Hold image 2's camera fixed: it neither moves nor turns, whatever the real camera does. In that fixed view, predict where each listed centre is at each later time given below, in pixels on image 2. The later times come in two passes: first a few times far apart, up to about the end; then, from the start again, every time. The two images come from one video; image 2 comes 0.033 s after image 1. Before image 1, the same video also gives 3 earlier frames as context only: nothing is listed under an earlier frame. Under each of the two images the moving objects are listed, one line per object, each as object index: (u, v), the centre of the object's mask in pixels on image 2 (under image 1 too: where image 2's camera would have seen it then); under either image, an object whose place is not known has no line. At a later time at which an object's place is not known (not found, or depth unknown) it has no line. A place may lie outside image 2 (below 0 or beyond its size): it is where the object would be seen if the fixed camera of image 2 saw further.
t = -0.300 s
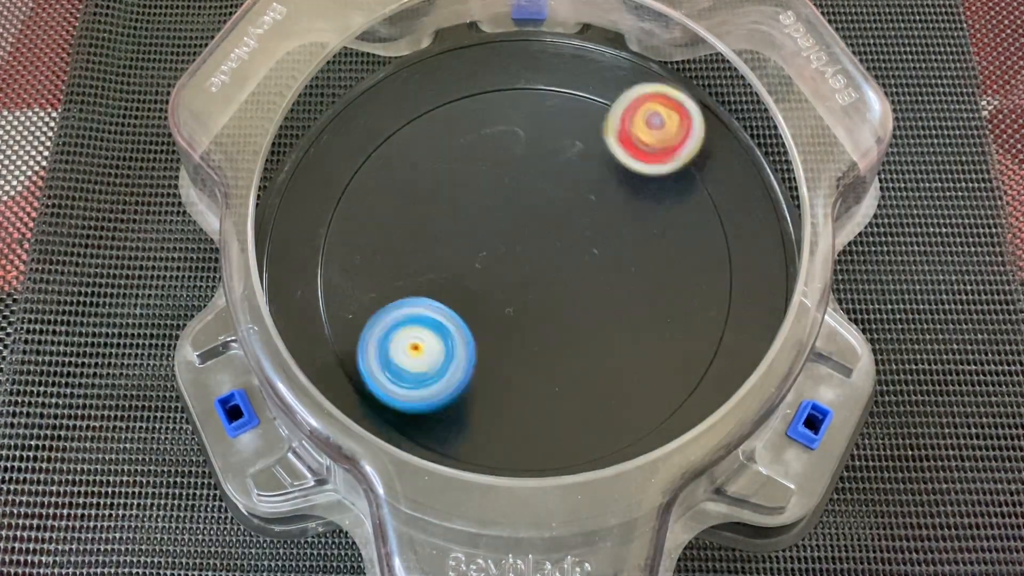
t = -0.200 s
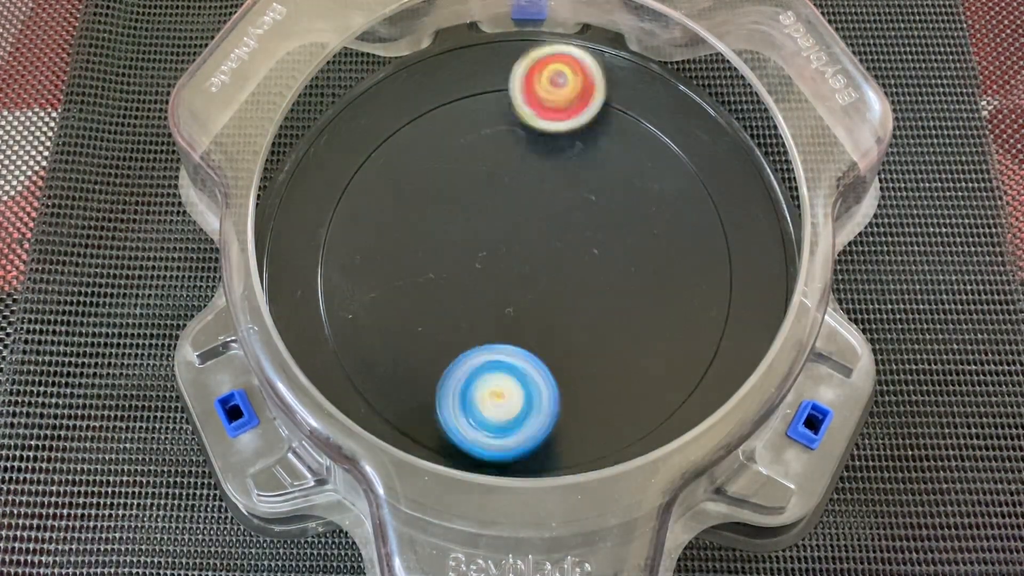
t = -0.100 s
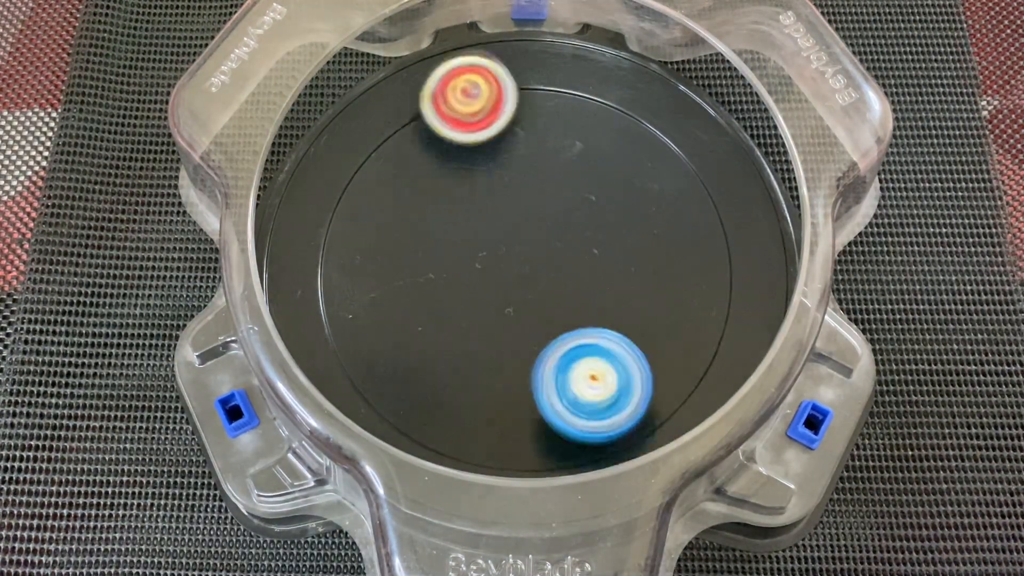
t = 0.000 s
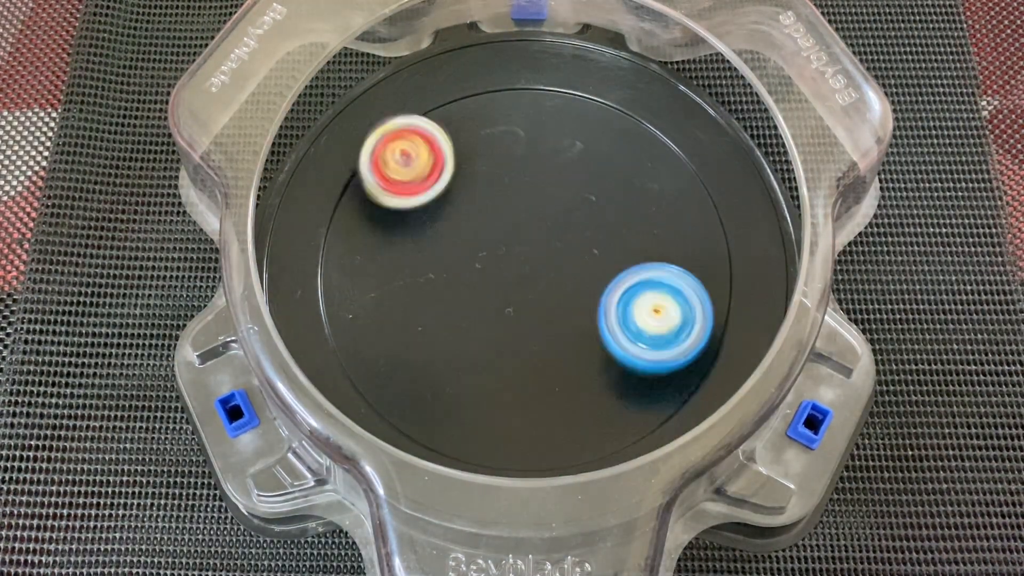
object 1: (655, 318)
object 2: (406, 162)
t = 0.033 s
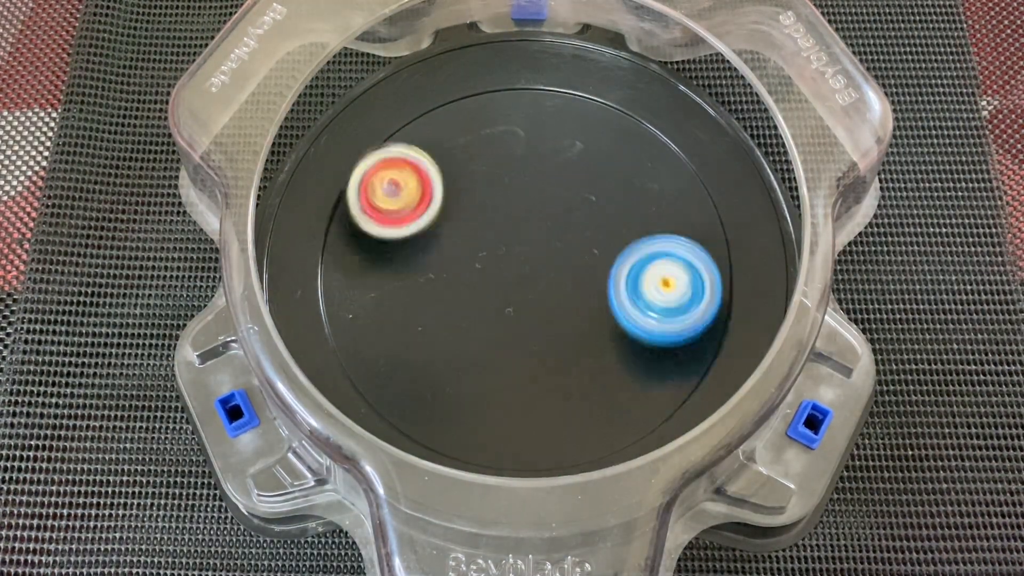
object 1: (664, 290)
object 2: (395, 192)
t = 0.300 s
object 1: (553, 148)
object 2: (524, 406)
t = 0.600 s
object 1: (426, 272)
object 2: (721, 258)
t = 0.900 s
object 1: (567, 331)
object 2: (533, 133)
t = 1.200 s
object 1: (578, 181)
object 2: (406, 333)
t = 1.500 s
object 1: (444, 230)
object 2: (621, 405)
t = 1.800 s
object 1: (559, 363)
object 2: (638, 216)
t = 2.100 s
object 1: (606, 260)
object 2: (443, 198)
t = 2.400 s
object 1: (447, 221)
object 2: (428, 361)
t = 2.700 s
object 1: (488, 369)
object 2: (603, 330)
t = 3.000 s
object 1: (610, 282)
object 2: (559, 157)
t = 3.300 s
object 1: (491, 228)
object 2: (400, 169)
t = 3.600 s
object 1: (547, 351)
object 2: (364, 305)
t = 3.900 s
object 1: (612, 212)
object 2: (554, 329)
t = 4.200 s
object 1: (454, 179)
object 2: (602, 211)
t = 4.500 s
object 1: (482, 349)
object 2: (494, 174)
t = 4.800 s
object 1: (640, 266)
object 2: (467, 295)
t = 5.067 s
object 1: (527, 176)
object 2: (575, 339)
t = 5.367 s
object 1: (459, 311)
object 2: (625, 243)
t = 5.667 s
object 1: (603, 298)
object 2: (504, 218)
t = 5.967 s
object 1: (511, 218)
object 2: (452, 316)
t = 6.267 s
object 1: (485, 273)
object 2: (556, 369)
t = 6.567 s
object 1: (506, 263)
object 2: (617, 269)
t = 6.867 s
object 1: (434, 263)
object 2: (641, 164)
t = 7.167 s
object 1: (503, 285)
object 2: (529, 183)
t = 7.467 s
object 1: (512, 328)
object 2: (485, 219)
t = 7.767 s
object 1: (600, 372)
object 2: (437, 176)
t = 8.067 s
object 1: (595, 338)
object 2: (487, 250)
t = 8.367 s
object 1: (615, 377)
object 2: (517, 196)
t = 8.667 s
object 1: (558, 305)
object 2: (555, 204)
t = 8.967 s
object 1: (515, 310)
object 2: (557, 208)
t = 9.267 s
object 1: (493, 315)
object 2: (569, 241)
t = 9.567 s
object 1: (480, 288)
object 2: (622, 232)
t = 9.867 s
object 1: (486, 258)
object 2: (628, 248)
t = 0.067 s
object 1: (668, 262)
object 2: (389, 224)
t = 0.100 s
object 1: (666, 235)
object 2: (390, 258)
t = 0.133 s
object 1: (656, 210)
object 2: (398, 291)
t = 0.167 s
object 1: (643, 188)
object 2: (412, 323)
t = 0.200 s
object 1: (624, 171)
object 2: (432, 352)
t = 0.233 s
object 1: (603, 158)
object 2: (459, 376)
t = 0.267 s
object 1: (578, 150)
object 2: (490, 395)
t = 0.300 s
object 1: (553, 148)
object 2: (524, 406)
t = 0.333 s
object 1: (529, 150)
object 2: (560, 411)
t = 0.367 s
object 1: (505, 157)
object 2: (596, 409)
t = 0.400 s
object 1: (484, 167)
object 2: (630, 400)
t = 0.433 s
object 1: (465, 180)
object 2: (661, 386)
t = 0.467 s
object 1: (448, 196)
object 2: (687, 368)
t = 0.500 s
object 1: (435, 213)
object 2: (705, 343)
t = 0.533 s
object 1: (427, 233)
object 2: (715, 315)
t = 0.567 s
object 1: (424, 252)
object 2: (720, 287)
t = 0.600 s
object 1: (426, 272)
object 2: (721, 258)
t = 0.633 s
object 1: (433, 289)
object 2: (716, 229)
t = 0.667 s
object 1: (445, 306)
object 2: (705, 203)
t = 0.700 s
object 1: (460, 321)
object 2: (690, 181)
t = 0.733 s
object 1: (477, 332)
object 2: (671, 162)
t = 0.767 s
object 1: (496, 340)
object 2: (648, 147)
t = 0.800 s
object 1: (516, 343)
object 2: (622, 136)
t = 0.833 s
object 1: (533, 342)
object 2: (593, 130)
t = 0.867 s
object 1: (550, 338)
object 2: (563, 129)
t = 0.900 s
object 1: (567, 331)
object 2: (533, 133)
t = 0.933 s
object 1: (583, 322)
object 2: (505, 141)
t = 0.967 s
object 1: (599, 309)
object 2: (478, 155)
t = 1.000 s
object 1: (611, 292)
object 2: (454, 173)
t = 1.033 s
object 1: (618, 273)
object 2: (433, 195)
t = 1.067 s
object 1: (621, 252)
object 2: (416, 220)
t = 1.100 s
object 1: (618, 230)
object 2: (405, 247)
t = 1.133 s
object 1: (610, 211)
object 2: (399, 276)
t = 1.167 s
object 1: (596, 195)
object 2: (399, 305)
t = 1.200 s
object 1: (578, 181)
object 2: (406, 333)
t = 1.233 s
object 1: (557, 171)
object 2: (418, 358)
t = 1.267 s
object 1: (536, 165)
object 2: (435, 381)
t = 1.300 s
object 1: (516, 163)
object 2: (457, 399)
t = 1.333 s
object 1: (496, 165)
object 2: (483, 413)
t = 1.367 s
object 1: (479, 172)
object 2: (511, 421)
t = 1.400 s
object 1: (465, 182)
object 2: (540, 424)
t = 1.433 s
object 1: (455, 196)
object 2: (569, 423)
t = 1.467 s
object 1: (448, 212)
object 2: (596, 416)
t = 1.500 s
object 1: (444, 230)
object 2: (621, 405)
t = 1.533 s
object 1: (444, 249)
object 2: (642, 390)
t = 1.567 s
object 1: (446, 268)
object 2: (658, 371)
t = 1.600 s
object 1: (451, 288)
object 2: (669, 349)
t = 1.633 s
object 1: (461, 309)
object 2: (676, 327)
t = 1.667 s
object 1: (474, 328)
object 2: (678, 302)
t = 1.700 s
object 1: (492, 344)
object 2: (674, 278)
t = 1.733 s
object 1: (513, 355)
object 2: (666, 256)
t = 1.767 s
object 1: (537, 361)
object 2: (654, 235)
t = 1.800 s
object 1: (559, 363)
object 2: (638, 216)
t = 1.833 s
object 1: (579, 360)
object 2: (620, 200)
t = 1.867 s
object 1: (597, 354)
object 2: (599, 188)
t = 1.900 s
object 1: (612, 345)
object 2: (576, 179)
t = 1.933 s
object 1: (622, 334)
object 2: (553, 173)
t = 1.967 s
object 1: (627, 321)
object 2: (529, 171)
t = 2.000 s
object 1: (627, 306)
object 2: (506, 173)
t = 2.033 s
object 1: (623, 291)
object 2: (484, 178)
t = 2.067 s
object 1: (616, 276)
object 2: (463, 186)
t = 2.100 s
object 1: (606, 260)
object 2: (443, 198)
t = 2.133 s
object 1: (594, 243)
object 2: (426, 212)
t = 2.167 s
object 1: (579, 226)
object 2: (411, 228)
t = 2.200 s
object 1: (563, 212)
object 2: (400, 247)
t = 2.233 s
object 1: (544, 202)
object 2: (394, 268)
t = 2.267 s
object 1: (523, 197)
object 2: (392, 289)
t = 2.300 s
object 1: (503, 196)
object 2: (395, 309)
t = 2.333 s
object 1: (483, 200)
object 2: (401, 329)
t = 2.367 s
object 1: (464, 208)
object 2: (413, 347)
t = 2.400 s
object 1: (447, 221)
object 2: (428, 361)
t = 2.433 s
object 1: (433, 237)
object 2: (445, 374)
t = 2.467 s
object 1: (424, 257)
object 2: (467, 383)
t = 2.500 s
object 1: (420, 278)
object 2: (490, 387)
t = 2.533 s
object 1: (422, 299)
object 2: (512, 388)
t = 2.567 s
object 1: (428, 321)
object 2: (536, 382)
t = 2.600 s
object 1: (439, 339)
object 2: (557, 374)
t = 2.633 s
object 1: (453, 354)
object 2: (576, 362)
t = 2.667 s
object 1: (470, 364)
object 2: (592, 347)
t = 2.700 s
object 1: (488, 369)
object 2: (603, 330)
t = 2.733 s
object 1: (506, 369)
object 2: (612, 312)
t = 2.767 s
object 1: (524, 363)
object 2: (616, 291)
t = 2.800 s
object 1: (542, 355)
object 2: (617, 272)
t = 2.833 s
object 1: (558, 346)
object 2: (615, 252)
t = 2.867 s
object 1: (574, 332)
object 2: (608, 232)
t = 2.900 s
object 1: (589, 317)
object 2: (598, 216)
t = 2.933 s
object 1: (601, 302)
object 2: (588, 199)
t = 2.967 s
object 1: (608, 293)
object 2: (575, 176)
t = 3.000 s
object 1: (610, 282)
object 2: (559, 157)
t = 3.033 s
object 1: (609, 269)
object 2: (541, 142)
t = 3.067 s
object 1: (603, 256)
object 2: (523, 134)
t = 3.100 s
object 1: (593, 243)
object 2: (503, 128)
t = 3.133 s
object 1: (580, 233)
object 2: (484, 127)
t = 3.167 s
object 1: (565, 226)
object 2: (464, 128)
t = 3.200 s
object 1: (547, 221)
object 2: (445, 134)
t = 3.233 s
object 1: (528, 220)
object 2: (429, 142)
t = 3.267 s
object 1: (509, 222)
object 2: (413, 154)
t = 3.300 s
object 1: (491, 228)
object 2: (400, 169)
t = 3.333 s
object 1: (483, 244)
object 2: (381, 176)
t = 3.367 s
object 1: (483, 264)
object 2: (360, 183)
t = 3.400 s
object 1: (485, 284)
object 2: (344, 193)
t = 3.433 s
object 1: (489, 304)
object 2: (336, 209)
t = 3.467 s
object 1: (495, 322)
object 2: (333, 229)
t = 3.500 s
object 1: (505, 336)
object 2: (335, 250)
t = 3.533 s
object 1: (517, 345)
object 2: (340, 269)
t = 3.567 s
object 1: (531, 350)
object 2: (350, 288)
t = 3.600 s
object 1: (547, 351)
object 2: (364, 305)
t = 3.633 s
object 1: (565, 349)
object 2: (382, 320)
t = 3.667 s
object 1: (581, 341)
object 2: (404, 332)
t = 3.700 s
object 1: (596, 329)
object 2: (429, 340)
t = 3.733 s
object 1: (606, 315)
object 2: (453, 346)
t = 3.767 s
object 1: (611, 299)
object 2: (482, 346)
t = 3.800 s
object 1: (612, 281)
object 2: (509, 344)
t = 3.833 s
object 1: (611, 261)
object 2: (532, 338)
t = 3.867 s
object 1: (614, 235)
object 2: (543, 336)
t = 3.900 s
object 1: (612, 212)
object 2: (554, 329)
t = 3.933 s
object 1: (606, 194)
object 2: (567, 320)
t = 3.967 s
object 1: (595, 177)
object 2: (579, 309)
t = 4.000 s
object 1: (579, 165)
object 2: (590, 296)
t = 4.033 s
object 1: (560, 157)
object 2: (598, 283)
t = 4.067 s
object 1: (539, 153)
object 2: (604, 270)
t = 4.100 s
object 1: (517, 153)
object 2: (607, 255)
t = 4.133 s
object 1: (495, 157)
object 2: (608, 241)
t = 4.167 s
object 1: (473, 166)
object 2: (606, 226)
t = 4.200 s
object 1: (454, 179)
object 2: (602, 211)
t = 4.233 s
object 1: (440, 195)
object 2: (596, 200)
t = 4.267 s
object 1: (427, 214)
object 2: (588, 187)
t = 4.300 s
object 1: (419, 236)
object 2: (577, 177)
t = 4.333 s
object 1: (417, 259)
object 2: (565, 170)
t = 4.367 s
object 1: (420, 281)
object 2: (551, 165)
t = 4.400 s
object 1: (429, 301)
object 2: (536, 162)
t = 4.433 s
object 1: (442, 321)
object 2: (521, 163)
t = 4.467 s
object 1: (461, 337)
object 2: (506, 166)
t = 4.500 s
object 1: (482, 349)
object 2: (494, 174)
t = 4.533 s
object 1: (505, 356)
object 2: (481, 183)
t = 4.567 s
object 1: (529, 358)
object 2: (471, 194)
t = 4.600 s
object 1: (553, 355)
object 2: (463, 208)
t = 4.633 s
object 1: (576, 347)
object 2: (456, 222)
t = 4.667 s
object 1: (596, 337)
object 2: (452, 237)
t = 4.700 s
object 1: (614, 323)
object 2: (451, 253)
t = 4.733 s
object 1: (627, 305)
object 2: (453, 267)
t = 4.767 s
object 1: (635, 286)
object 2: (460, 281)
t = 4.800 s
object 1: (640, 266)
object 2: (467, 295)
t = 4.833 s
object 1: (639, 245)
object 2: (476, 307)
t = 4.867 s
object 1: (632, 226)
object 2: (487, 319)
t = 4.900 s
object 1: (622, 209)
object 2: (500, 329)
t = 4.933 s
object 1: (607, 194)
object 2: (513, 336)
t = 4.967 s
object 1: (589, 183)
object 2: (528, 339)
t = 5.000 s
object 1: (569, 177)
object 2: (544, 341)
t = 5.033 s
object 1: (548, 174)
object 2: (559, 342)
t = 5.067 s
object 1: (527, 176)
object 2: (575, 339)
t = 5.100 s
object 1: (508, 183)
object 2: (589, 335)
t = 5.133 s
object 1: (490, 192)
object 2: (602, 329)
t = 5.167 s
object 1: (474, 206)
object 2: (614, 320)
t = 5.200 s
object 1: (462, 222)
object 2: (624, 309)
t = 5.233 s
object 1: (451, 239)
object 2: (631, 297)
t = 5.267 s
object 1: (445, 258)
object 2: (633, 284)
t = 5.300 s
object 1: (446, 276)
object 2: (634, 269)
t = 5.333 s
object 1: (450, 293)
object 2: (631, 256)
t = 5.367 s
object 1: (459, 311)
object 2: (625, 243)
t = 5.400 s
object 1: (472, 326)
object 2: (616, 232)
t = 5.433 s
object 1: (488, 339)
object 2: (605, 222)
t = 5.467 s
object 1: (508, 346)
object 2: (592, 215)
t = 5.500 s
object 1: (527, 347)
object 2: (578, 210)
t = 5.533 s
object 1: (547, 344)
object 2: (562, 207)
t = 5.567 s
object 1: (566, 337)
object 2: (547, 206)
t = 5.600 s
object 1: (581, 327)
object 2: (532, 208)
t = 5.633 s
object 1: (594, 315)
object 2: (518, 212)
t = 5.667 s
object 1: (603, 298)
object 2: (504, 218)
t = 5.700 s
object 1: (606, 283)
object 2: (492, 225)
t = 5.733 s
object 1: (606, 266)
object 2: (480, 233)
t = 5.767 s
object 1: (600, 249)
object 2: (469, 244)
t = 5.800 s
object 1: (591, 237)
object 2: (460, 254)
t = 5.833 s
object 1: (577, 225)
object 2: (454, 265)
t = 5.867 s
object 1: (561, 218)
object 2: (451, 278)
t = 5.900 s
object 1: (545, 214)
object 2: (449, 291)
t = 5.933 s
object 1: (527, 214)
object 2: (449, 304)
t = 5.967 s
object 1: (511, 218)
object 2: (452, 316)
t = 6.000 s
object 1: (495, 224)
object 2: (458, 328)
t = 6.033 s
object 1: (482, 234)
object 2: (465, 340)
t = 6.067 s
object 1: (472, 244)
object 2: (474, 351)
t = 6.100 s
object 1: (467, 252)
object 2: (485, 362)
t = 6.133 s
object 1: (467, 259)
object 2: (498, 369)
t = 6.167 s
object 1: (469, 264)
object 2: (512, 373)
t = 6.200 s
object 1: (475, 268)
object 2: (526, 375)
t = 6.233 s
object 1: (479, 270)
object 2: (541, 373)
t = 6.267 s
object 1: (485, 273)
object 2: (556, 369)
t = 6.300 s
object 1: (489, 274)
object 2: (569, 362)
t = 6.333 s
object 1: (495, 276)
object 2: (580, 354)
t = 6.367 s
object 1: (501, 275)
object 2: (590, 342)
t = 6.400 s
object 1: (503, 275)
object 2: (598, 332)
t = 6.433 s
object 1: (504, 271)
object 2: (607, 320)
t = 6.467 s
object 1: (505, 269)
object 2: (613, 307)
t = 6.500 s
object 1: (508, 266)
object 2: (616, 295)
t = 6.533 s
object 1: (507, 265)
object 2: (617, 282)
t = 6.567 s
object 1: (506, 263)
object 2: (617, 269)
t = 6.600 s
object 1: (505, 262)
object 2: (615, 256)
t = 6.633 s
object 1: (490, 261)
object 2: (625, 244)
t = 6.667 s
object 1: (465, 259)
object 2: (643, 231)
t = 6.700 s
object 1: (446, 259)
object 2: (652, 219)
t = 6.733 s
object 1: (432, 258)
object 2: (657, 208)
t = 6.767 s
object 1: (424, 258)
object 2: (657, 196)
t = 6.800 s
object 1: (422, 258)
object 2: (654, 185)
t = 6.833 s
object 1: (426, 261)
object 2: (649, 174)
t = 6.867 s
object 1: (434, 263)
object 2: (641, 164)
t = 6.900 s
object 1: (443, 266)
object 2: (632, 156)
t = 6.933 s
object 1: (452, 269)
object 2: (620, 151)
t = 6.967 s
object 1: (462, 272)
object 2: (607, 148)
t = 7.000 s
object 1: (471, 274)
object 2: (593, 147)
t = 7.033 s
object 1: (480, 276)
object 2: (580, 150)
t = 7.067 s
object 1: (487, 279)
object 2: (566, 155)
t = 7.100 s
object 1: (494, 281)
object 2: (553, 162)
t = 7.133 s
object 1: (500, 284)
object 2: (541, 171)
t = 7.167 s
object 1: (503, 285)
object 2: (529, 183)
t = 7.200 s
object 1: (501, 296)
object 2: (522, 186)
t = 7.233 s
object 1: (497, 316)
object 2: (520, 179)
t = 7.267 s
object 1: (492, 331)
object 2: (519, 177)
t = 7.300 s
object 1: (490, 341)
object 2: (517, 180)
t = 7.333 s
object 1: (487, 347)
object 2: (510, 185)
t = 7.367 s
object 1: (488, 346)
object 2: (502, 191)
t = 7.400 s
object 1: (492, 343)
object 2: (495, 200)
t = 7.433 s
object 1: (500, 337)
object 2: (489, 209)
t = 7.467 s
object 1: (512, 328)
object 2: (485, 219)
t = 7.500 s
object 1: (522, 322)
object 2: (482, 229)
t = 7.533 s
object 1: (541, 343)
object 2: (477, 207)
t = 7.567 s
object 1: (557, 360)
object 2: (472, 192)
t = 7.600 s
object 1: (571, 373)
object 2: (467, 180)
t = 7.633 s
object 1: (581, 378)
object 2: (462, 174)
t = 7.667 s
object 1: (589, 380)
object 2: (456, 171)
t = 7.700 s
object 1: (594, 379)
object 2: (450, 171)
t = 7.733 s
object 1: (598, 376)
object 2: (443, 172)
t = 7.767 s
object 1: (600, 372)
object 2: (437, 176)
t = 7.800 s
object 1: (602, 368)
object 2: (434, 183)
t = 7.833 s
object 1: (603, 364)
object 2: (434, 192)
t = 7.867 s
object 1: (604, 360)
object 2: (436, 202)
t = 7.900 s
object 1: (604, 356)
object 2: (441, 212)
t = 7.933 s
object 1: (603, 352)
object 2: (448, 222)
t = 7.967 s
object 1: (603, 348)
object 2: (456, 231)
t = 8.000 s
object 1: (600, 345)
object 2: (466, 238)
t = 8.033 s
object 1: (598, 342)
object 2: (476, 244)
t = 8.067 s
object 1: (595, 338)
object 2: (487, 250)
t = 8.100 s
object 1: (591, 335)
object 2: (498, 256)
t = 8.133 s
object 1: (586, 332)
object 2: (509, 260)
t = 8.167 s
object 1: (599, 351)
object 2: (505, 242)
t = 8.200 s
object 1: (611, 369)
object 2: (503, 225)
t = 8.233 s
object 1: (619, 380)
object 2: (504, 213)
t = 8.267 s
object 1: (622, 387)
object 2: (508, 206)
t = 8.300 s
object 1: (621, 388)
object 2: (511, 202)
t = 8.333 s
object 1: (618, 383)
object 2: (514, 199)
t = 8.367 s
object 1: (615, 377)
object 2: (517, 196)
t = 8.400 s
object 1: (610, 370)
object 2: (521, 196)
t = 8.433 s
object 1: (604, 362)
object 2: (525, 195)
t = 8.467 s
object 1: (599, 353)
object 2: (530, 195)
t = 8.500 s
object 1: (593, 345)
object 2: (535, 196)
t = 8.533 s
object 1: (585, 336)
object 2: (539, 196)
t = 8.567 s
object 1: (578, 327)
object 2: (543, 198)
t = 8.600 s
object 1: (570, 319)
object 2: (546, 200)
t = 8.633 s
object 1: (564, 311)
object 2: (550, 203)
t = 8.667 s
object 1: (558, 305)
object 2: (555, 204)
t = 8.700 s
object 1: (551, 306)
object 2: (558, 199)
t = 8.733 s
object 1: (546, 306)
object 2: (561, 195)
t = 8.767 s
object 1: (542, 306)
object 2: (561, 192)
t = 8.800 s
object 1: (537, 306)
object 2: (560, 192)
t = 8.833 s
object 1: (532, 305)
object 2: (558, 194)
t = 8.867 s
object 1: (529, 304)
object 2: (555, 197)
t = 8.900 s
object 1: (525, 303)
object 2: (554, 201)
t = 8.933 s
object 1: (522, 303)
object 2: (554, 207)
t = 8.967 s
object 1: (515, 310)
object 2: (557, 208)
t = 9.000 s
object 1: (507, 315)
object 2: (561, 209)
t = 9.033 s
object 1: (502, 318)
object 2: (564, 210)
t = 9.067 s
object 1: (499, 320)
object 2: (566, 212)
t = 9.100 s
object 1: (497, 322)
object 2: (567, 215)
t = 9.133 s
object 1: (495, 323)
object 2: (568, 218)
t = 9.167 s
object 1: (494, 322)
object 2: (569, 223)
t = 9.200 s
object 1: (493, 320)
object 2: (569, 229)
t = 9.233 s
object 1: (493, 318)
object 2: (569, 234)
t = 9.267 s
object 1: (493, 315)
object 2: (569, 241)
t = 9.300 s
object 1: (487, 316)
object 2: (578, 245)
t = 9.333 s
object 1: (478, 317)
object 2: (589, 245)
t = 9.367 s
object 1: (473, 316)
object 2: (596, 244)
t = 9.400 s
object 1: (471, 312)
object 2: (604, 243)
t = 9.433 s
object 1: (470, 308)
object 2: (610, 241)
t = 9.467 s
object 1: (471, 303)
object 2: (616, 239)
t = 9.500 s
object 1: (474, 298)
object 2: (620, 236)
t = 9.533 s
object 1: (477, 293)
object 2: (622, 234)
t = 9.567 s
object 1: (480, 288)
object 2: (622, 232)
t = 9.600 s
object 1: (484, 283)
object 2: (619, 232)
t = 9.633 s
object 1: (488, 278)
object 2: (614, 233)
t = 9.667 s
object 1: (492, 273)
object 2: (608, 235)
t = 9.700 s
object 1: (497, 269)
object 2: (601, 238)
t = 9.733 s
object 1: (490, 267)
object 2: (606, 242)
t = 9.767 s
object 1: (482, 265)
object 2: (614, 243)
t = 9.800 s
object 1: (480, 262)
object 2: (618, 244)
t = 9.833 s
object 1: (482, 260)
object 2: (623, 246)
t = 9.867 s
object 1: (486, 258)
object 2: (628, 248)
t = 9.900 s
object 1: (490, 257)
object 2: (632, 250)
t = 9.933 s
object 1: (495, 256)
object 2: (634, 253)
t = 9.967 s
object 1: (500, 256)
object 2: (636, 255)
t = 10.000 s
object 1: (505, 256)
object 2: (634, 258)
